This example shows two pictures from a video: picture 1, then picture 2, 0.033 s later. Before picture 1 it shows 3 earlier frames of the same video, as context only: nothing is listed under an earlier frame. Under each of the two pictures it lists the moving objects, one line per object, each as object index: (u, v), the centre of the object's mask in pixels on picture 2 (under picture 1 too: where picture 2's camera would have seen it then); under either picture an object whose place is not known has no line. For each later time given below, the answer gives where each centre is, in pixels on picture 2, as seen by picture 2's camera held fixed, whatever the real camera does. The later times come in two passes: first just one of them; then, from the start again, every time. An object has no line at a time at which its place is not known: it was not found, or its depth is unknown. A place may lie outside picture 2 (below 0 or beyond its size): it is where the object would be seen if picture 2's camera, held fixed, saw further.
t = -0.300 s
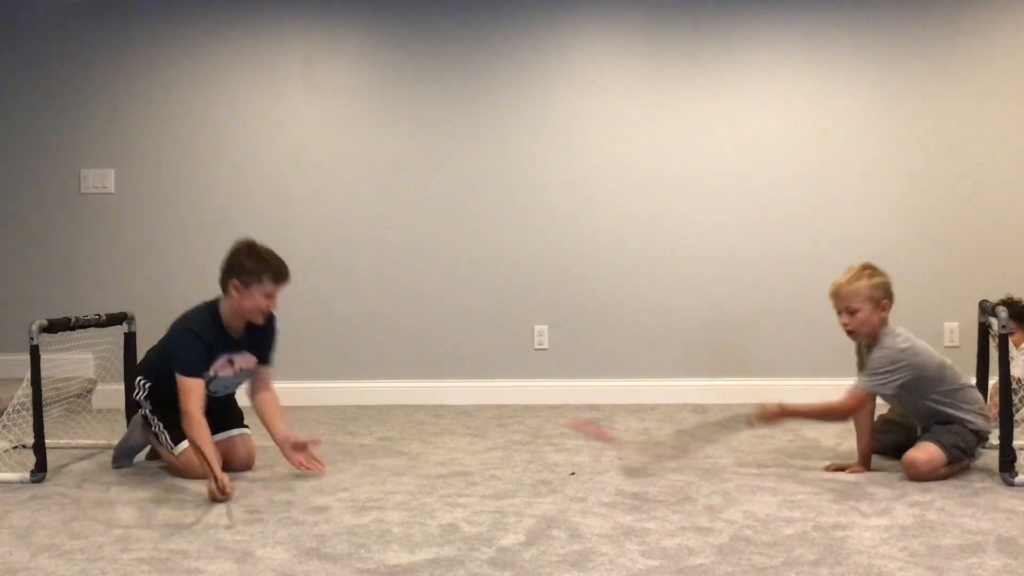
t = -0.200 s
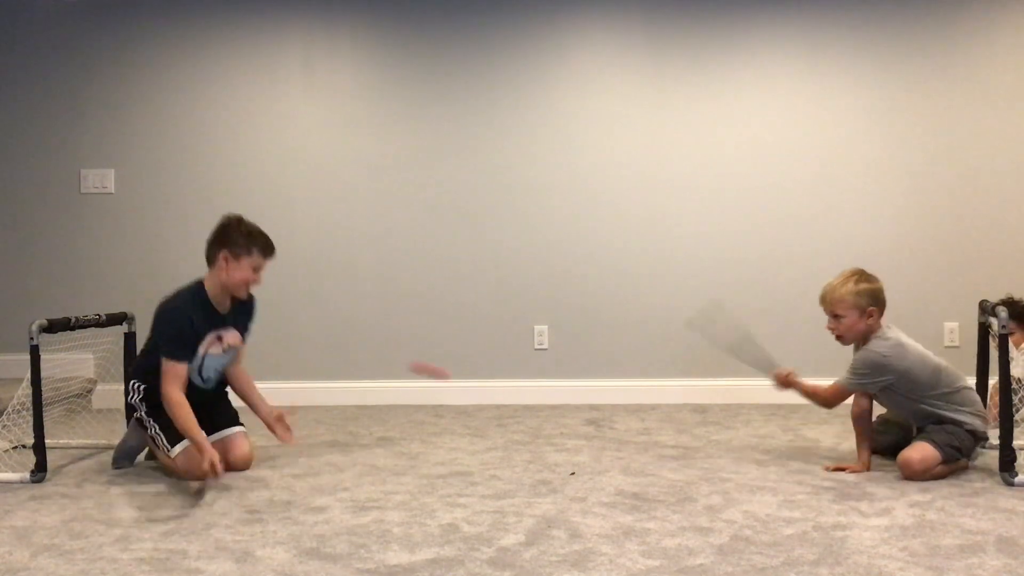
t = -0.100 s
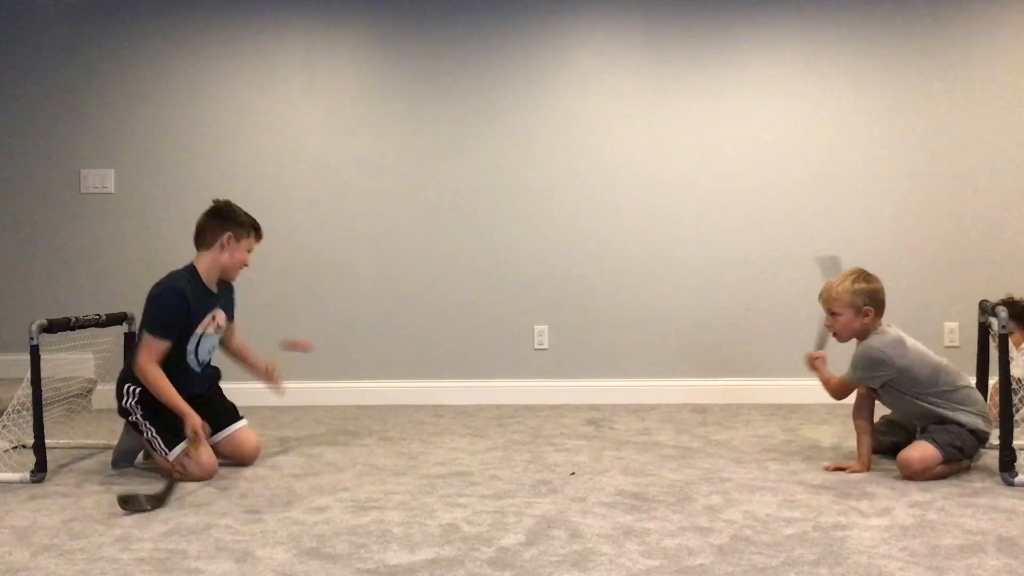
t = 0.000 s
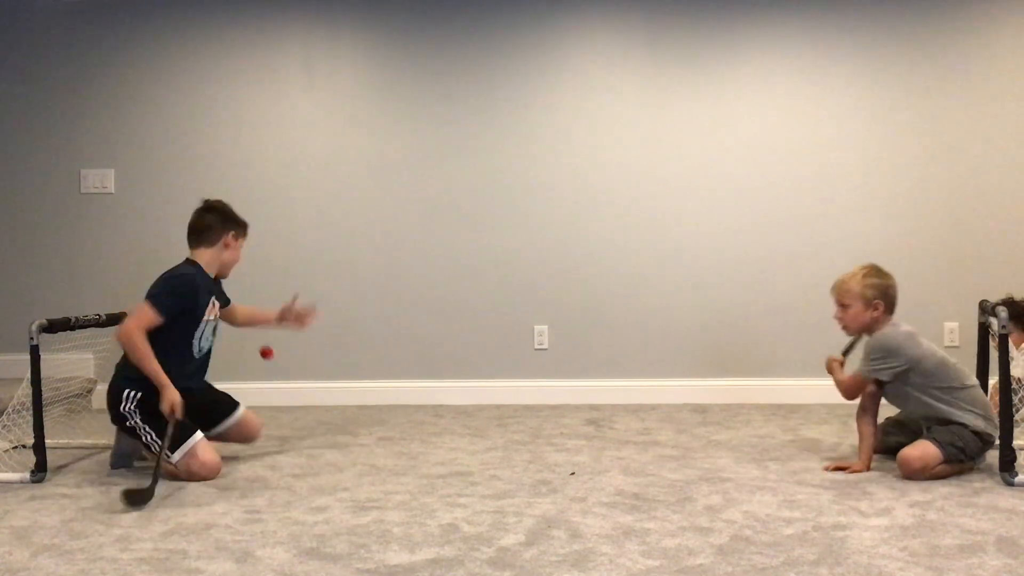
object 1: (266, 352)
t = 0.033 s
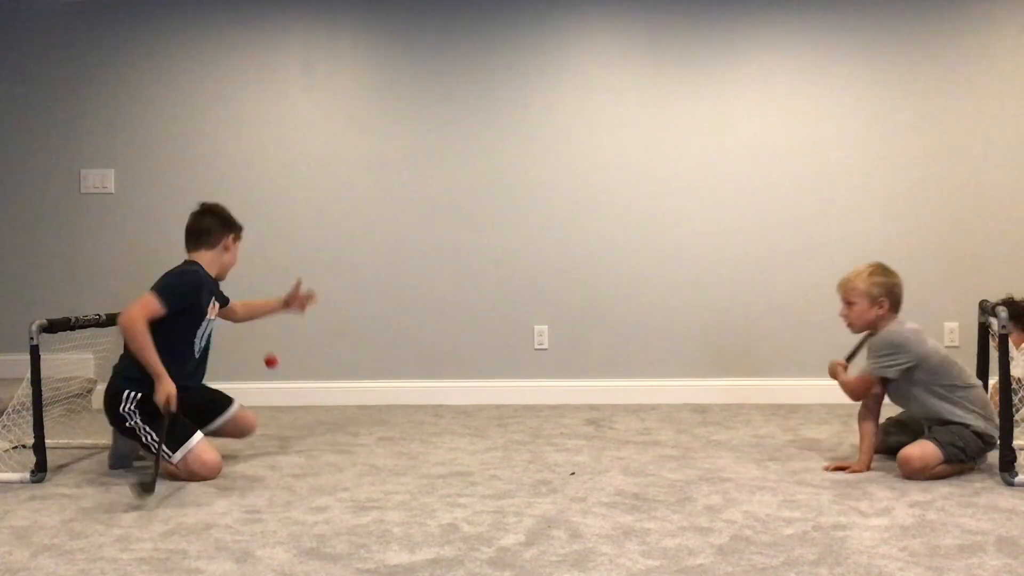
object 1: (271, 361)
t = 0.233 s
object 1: (299, 420)
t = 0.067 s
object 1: (275, 372)
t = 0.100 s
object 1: (280, 386)
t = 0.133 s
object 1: (284, 401)
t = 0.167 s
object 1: (288, 419)
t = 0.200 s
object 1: (292, 429)
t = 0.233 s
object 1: (299, 420)
